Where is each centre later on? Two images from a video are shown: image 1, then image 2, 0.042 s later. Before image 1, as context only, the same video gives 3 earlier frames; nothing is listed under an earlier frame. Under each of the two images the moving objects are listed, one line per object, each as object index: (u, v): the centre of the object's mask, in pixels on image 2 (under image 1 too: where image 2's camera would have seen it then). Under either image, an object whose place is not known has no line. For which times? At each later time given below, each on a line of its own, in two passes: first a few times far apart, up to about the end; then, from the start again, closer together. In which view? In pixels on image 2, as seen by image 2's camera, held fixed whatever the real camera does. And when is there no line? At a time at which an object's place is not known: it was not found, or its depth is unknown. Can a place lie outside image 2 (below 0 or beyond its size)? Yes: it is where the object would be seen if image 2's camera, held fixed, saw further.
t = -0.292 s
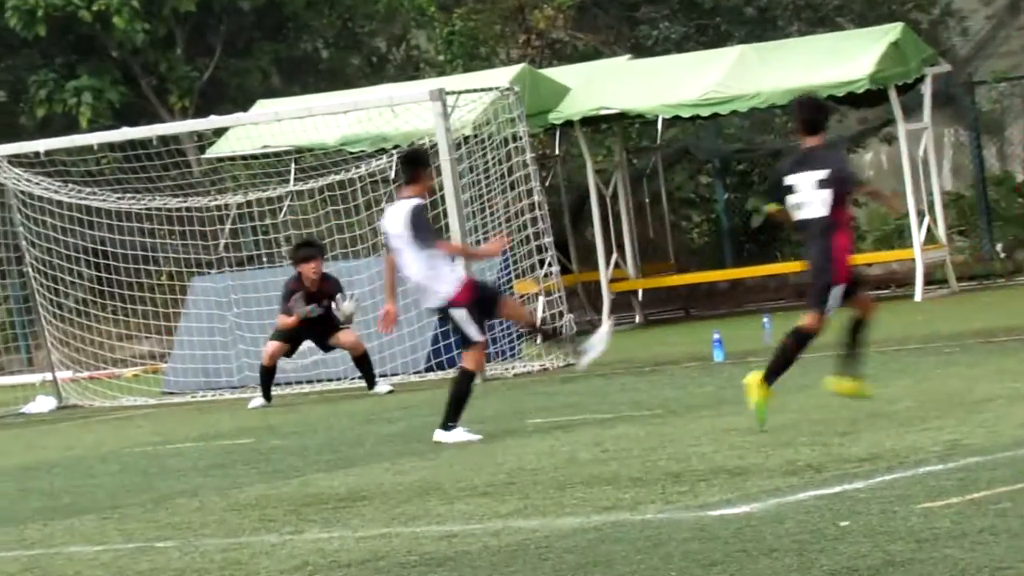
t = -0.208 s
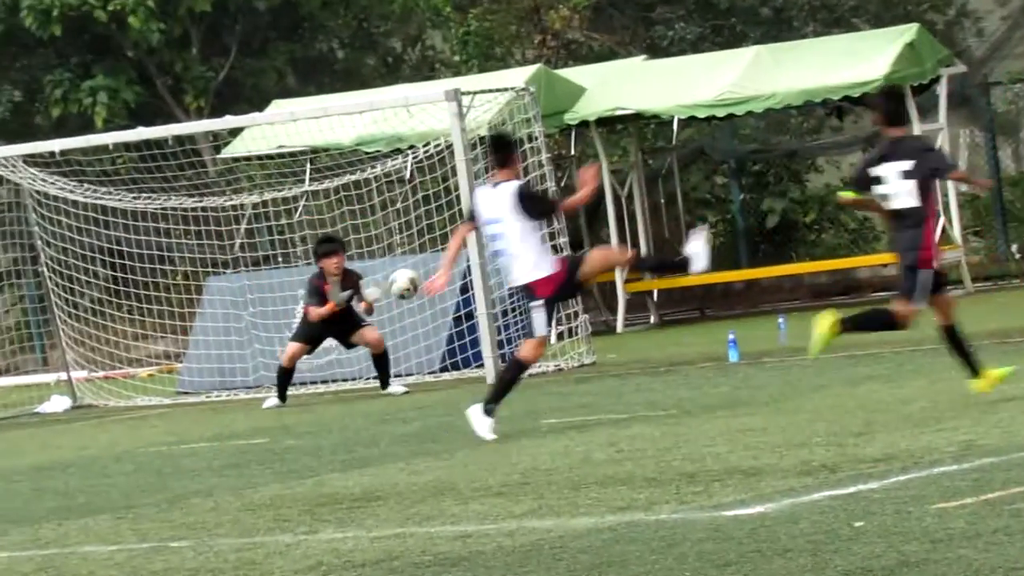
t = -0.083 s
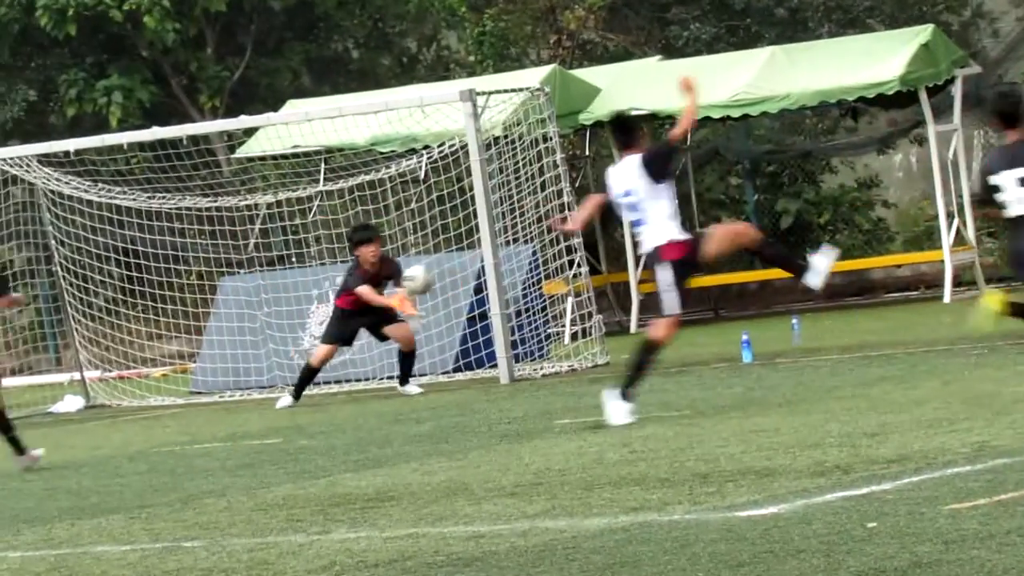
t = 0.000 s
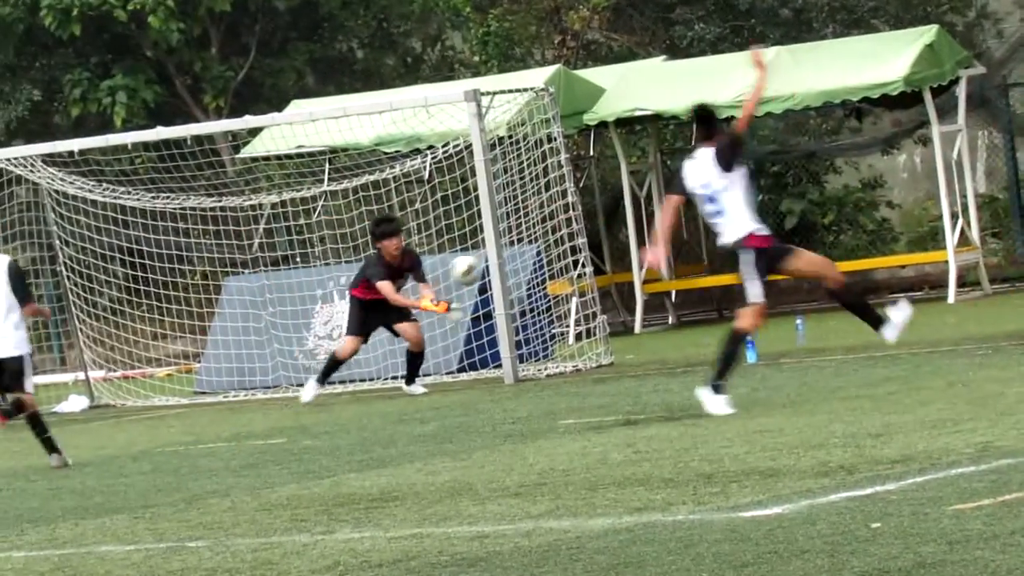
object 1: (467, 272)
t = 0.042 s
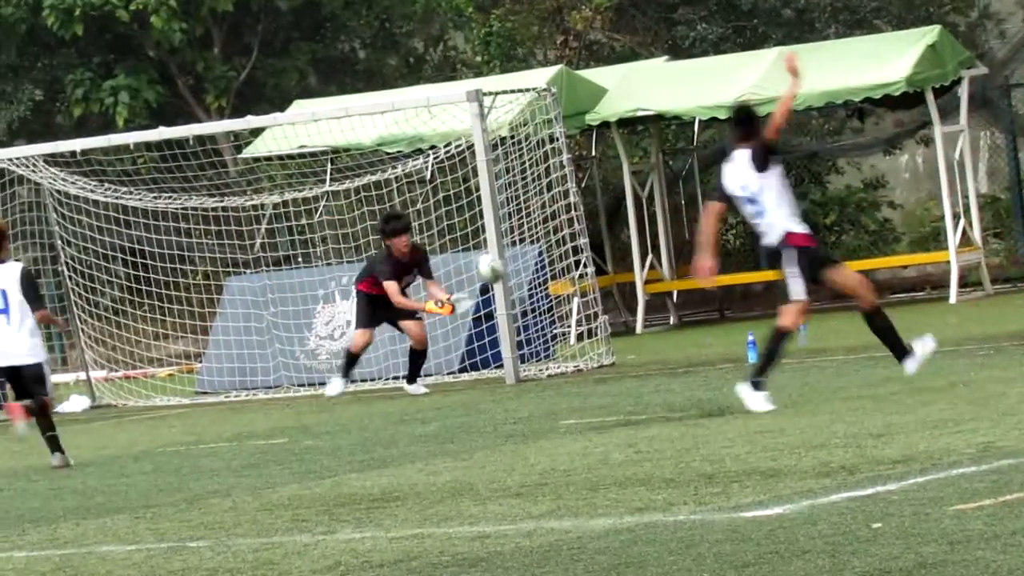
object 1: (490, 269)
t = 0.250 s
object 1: (606, 296)
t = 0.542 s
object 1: (712, 315)
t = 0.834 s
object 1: (741, 296)
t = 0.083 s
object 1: (511, 269)
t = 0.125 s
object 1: (535, 272)
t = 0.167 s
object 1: (559, 278)
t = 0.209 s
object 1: (580, 284)
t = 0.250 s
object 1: (606, 296)
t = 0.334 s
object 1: (655, 324)
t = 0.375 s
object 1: (680, 345)
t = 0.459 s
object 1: (707, 345)
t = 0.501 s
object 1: (710, 328)
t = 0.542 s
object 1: (712, 315)
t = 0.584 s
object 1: (714, 302)
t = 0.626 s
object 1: (718, 295)
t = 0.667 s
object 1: (722, 291)
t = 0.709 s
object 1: (726, 289)
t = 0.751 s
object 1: (731, 289)
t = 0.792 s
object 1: (736, 290)
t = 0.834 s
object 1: (741, 296)
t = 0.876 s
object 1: (748, 305)
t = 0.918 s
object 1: (756, 316)
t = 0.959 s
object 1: (763, 330)
